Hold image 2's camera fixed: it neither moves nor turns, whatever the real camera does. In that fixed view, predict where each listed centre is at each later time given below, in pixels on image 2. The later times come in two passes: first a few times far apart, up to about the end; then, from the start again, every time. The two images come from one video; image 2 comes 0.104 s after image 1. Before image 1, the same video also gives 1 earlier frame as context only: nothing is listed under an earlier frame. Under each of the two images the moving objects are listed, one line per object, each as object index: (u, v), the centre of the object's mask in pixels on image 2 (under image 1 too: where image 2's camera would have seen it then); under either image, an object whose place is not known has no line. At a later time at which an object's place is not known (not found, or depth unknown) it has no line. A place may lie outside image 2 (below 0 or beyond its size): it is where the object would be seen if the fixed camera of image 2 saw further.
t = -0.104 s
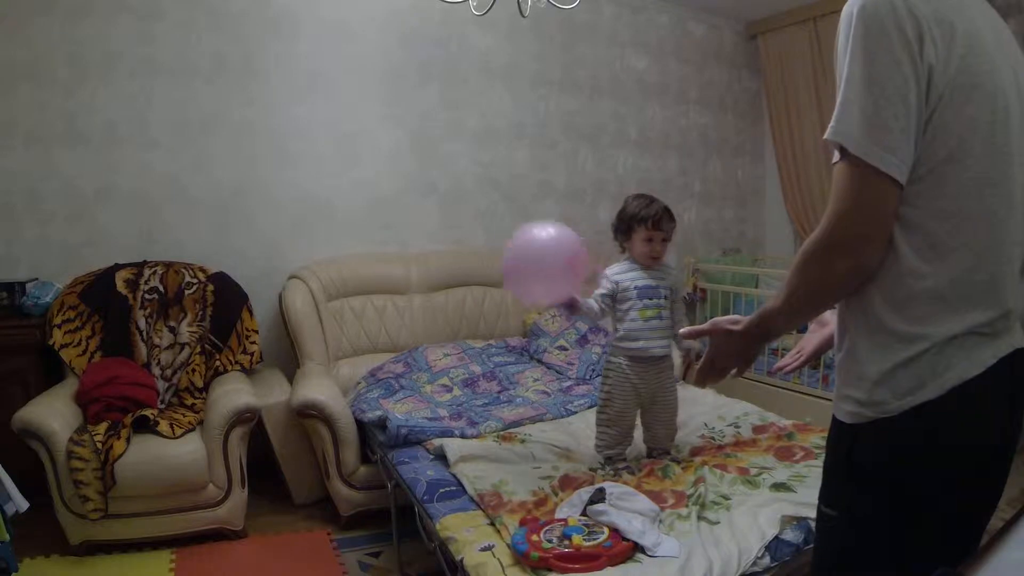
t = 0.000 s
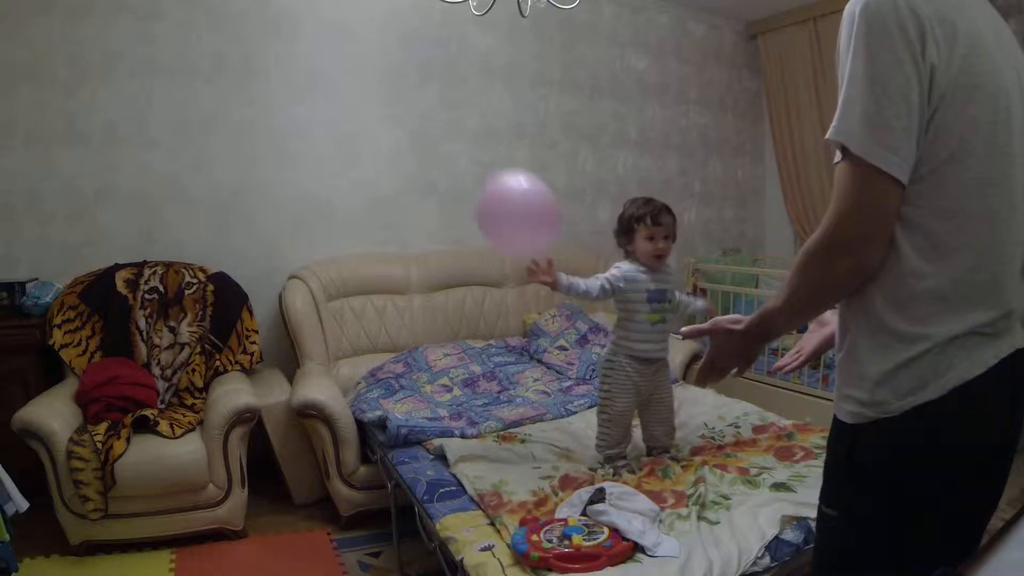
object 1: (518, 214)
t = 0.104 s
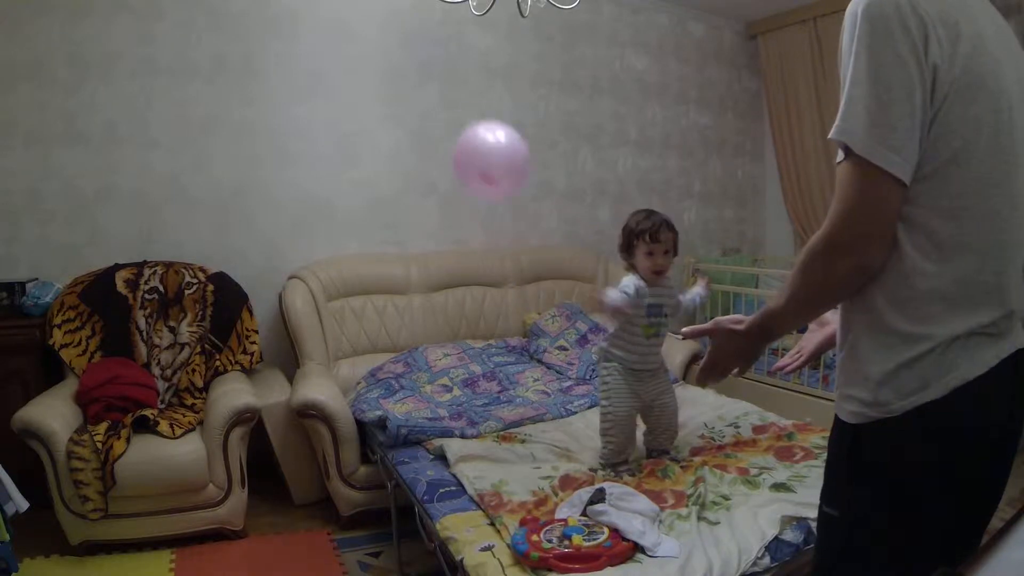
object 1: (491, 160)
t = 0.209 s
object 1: (469, 125)
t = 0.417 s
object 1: (430, 78)
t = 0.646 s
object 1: (405, 60)
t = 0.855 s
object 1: (385, 67)
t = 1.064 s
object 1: (366, 87)
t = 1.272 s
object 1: (354, 124)
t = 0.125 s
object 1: (487, 151)
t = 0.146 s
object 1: (482, 144)
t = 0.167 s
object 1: (477, 137)
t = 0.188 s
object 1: (472, 129)
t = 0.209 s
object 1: (469, 125)
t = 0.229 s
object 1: (466, 118)
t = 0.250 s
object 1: (461, 111)
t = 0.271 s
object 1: (458, 104)
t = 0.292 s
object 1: (453, 100)
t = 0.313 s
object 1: (449, 95)
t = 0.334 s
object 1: (444, 91)
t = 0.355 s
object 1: (441, 87)
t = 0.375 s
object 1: (436, 82)
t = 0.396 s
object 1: (432, 79)
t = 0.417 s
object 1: (430, 78)
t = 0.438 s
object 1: (428, 75)
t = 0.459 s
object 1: (426, 73)
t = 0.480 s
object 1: (423, 70)
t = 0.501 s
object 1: (420, 68)
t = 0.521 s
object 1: (417, 66)
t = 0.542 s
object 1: (415, 64)
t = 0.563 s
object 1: (412, 62)
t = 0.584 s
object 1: (409, 61)
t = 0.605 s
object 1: (408, 61)
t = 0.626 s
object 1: (406, 61)
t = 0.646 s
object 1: (405, 60)
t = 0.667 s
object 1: (403, 60)
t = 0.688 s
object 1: (401, 60)
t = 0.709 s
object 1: (398, 61)
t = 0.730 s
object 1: (396, 61)
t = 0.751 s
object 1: (394, 61)
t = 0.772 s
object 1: (392, 62)
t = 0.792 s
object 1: (390, 63)
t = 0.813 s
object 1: (388, 64)
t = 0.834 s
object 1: (387, 65)
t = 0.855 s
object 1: (385, 67)
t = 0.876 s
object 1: (383, 68)
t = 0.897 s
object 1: (382, 69)
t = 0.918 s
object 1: (380, 71)
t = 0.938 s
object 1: (378, 72)
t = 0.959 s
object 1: (376, 74)
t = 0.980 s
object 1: (374, 76)
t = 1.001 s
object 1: (372, 79)
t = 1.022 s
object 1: (370, 81)
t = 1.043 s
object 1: (368, 84)
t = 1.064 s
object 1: (366, 87)
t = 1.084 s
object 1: (364, 90)
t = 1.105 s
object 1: (363, 94)
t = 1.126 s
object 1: (362, 97)
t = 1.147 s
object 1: (360, 101)
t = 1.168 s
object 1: (359, 105)
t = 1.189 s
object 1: (358, 109)
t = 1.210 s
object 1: (357, 113)
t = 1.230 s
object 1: (355, 117)
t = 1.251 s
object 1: (355, 120)
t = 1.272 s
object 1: (354, 124)
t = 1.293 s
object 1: (353, 129)
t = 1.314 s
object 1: (351, 133)
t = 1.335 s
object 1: (351, 138)
